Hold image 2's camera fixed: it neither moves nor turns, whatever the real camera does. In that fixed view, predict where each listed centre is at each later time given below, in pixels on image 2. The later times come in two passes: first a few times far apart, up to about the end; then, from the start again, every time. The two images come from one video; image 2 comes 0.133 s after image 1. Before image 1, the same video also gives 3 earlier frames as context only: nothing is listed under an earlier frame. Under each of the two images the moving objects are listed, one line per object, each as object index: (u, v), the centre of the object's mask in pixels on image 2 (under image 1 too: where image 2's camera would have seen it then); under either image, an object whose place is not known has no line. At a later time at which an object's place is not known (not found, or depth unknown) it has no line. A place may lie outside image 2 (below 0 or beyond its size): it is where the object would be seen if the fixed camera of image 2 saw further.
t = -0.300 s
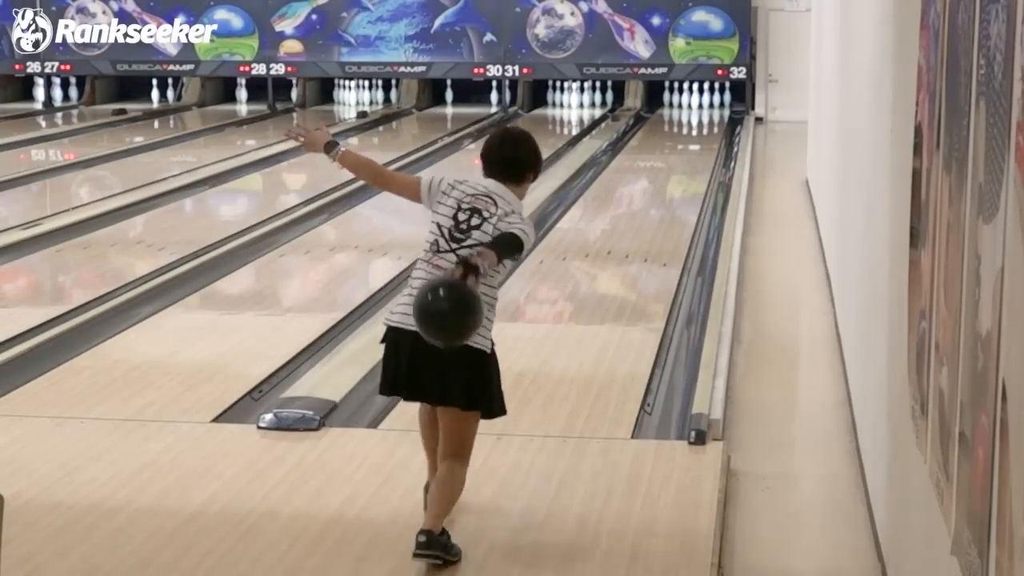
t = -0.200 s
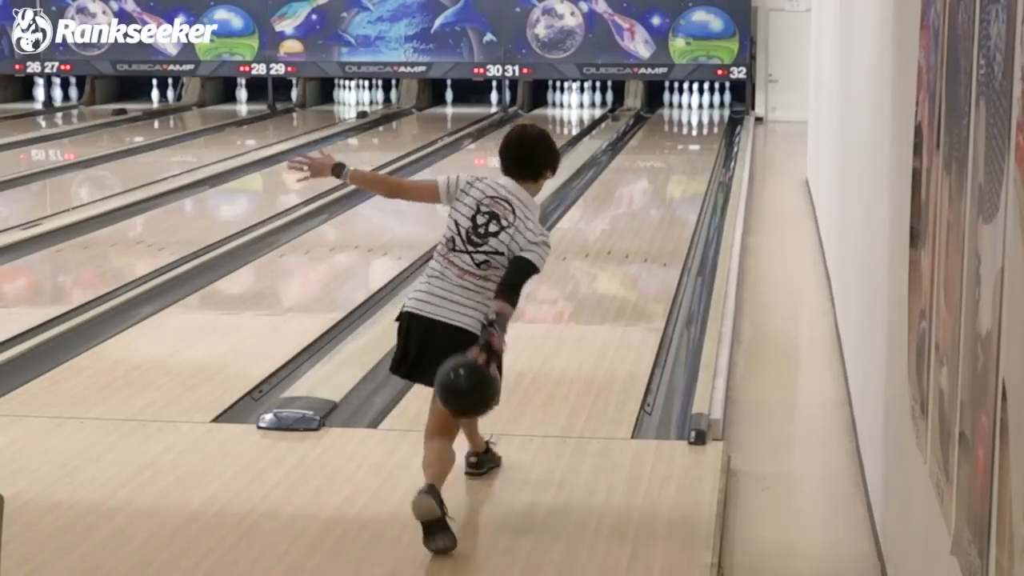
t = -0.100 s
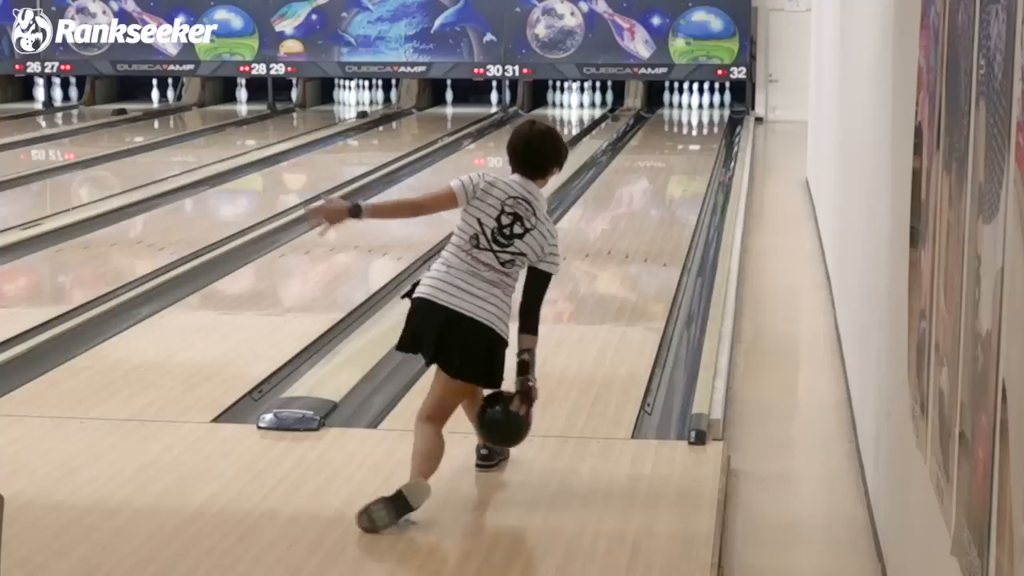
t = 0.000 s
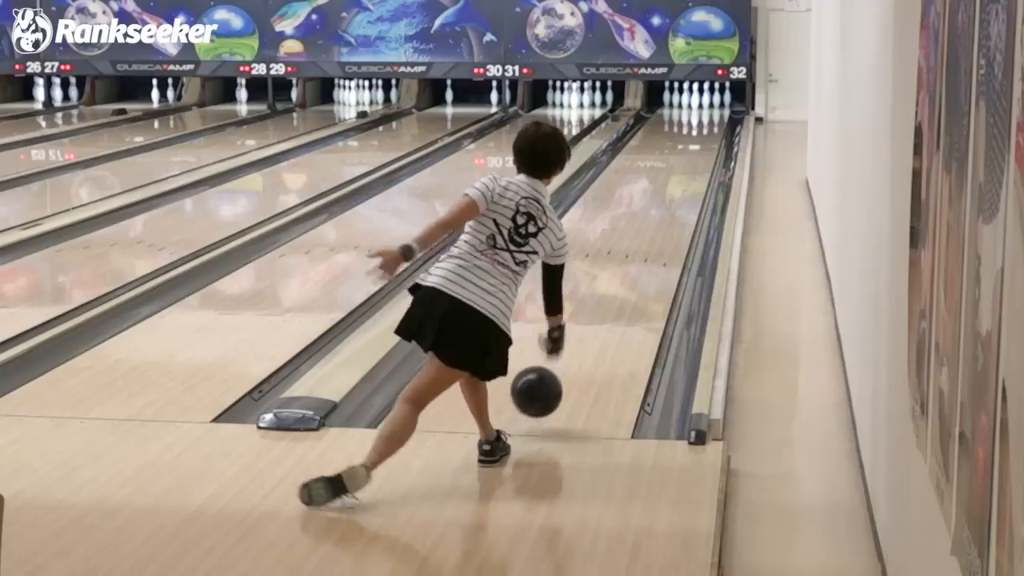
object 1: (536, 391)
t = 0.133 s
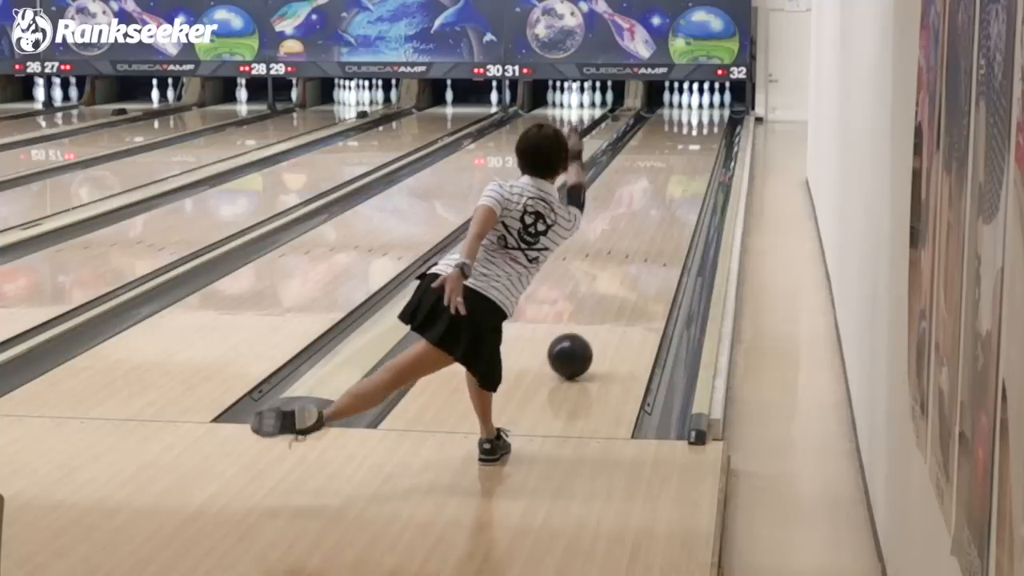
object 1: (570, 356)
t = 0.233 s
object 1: (590, 324)
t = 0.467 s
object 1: (625, 268)
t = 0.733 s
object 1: (653, 223)
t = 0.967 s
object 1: (671, 194)
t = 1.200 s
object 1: (684, 172)
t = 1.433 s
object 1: (694, 154)
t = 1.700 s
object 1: (701, 138)
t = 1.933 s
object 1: (704, 126)
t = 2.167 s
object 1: (705, 117)
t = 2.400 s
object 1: (703, 109)
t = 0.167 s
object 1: (577, 345)
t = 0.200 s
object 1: (583, 334)
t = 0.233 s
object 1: (590, 324)
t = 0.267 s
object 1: (596, 315)
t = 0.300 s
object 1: (601, 306)
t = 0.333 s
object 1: (607, 298)
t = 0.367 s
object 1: (611, 290)
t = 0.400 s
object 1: (616, 282)
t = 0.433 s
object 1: (621, 275)
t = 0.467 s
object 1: (625, 268)
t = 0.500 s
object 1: (629, 261)
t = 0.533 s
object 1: (633, 255)
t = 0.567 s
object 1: (637, 249)
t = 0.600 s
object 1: (641, 243)
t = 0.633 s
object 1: (644, 238)
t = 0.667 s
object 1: (647, 233)
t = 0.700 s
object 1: (650, 228)
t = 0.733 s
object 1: (653, 223)
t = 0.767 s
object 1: (656, 218)
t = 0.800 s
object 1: (659, 214)
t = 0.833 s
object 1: (661, 210)
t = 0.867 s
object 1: (664, 206)
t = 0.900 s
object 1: (666, 202)
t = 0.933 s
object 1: (669, 198)
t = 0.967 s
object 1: (671, 194)
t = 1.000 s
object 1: (673, 190)
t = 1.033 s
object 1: (675, 187)
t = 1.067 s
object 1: (677, 184)
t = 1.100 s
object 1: (679, 181)
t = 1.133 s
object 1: (681, 178)
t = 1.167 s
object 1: (682, 175)
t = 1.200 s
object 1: (684, 172)
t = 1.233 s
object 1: (686, 169)
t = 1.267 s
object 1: (687, 166)
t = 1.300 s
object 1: (689, 164)
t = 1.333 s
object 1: (690, 161)
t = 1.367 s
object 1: (691, 159)
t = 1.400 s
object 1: (693, 156)
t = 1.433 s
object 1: (694, 154)
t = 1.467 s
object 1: (695, 152)
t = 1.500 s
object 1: (696, 150)
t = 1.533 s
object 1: (697, 147)
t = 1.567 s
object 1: (698, 146)
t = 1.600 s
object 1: (699, 144)
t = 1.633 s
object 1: (699, 142)
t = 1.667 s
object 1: (700, 140)
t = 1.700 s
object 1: (701, 138)
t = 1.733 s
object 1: (702, 136)
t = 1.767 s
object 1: (702, 134)
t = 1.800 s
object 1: (703, 133)
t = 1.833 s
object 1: (704, 131)
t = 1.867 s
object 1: (704, 129)
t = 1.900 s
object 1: (704, 128)
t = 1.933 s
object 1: (704, 126)
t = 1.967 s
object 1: (705, 125)
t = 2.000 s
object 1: (705, 123)
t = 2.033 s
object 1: (705, 122)
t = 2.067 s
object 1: (705, 121)
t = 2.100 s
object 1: (705, 120)
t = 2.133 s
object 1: (705, 119)
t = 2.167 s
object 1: (705, 117)
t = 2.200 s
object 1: (705, 116)
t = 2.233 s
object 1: (705, 115)
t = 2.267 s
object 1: (705, 114)
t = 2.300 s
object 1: (704, 113)
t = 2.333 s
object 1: (704, 112)
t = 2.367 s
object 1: (704, 110)
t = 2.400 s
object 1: (703, 109)
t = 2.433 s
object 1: (703, 108)
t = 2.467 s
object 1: (702, 108)
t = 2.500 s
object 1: (701, 107)
